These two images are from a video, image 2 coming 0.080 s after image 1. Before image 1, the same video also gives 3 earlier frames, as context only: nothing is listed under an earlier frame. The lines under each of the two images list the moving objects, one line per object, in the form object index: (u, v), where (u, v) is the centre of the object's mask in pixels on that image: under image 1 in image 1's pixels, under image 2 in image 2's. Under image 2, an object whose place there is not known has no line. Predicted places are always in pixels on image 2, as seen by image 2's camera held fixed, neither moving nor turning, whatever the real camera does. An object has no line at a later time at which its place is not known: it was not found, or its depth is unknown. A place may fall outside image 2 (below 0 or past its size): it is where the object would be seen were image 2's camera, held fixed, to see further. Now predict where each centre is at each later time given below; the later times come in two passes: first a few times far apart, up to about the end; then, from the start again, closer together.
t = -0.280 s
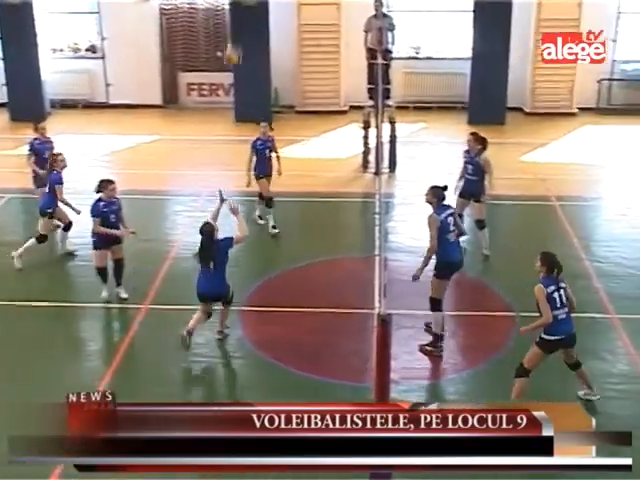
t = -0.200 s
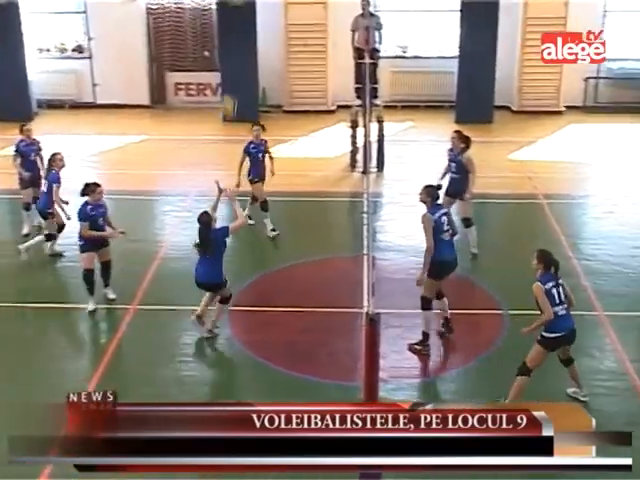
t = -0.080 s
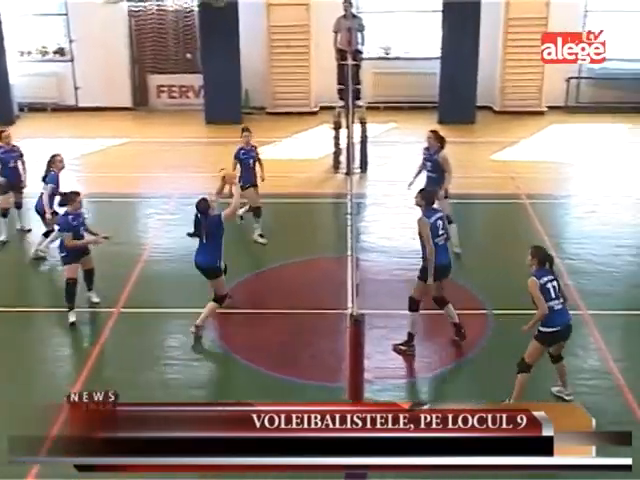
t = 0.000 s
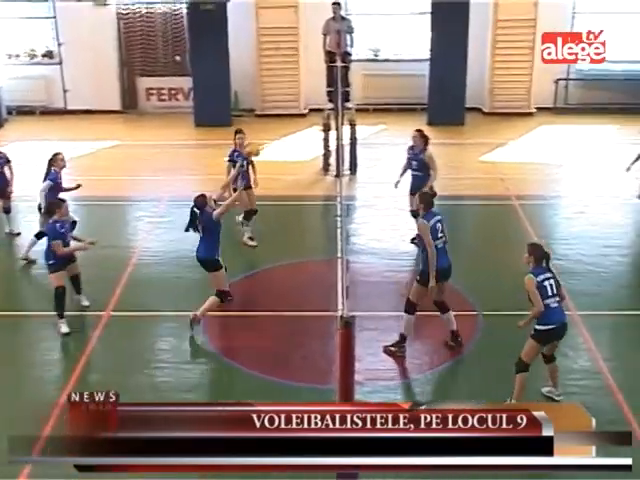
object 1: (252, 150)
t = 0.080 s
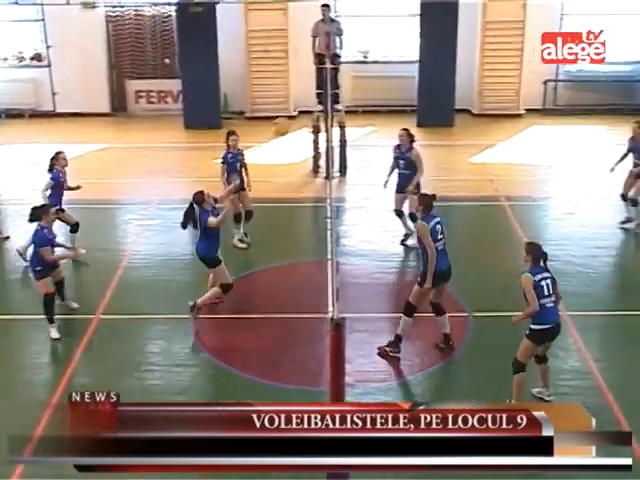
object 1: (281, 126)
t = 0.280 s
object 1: (369, 95)
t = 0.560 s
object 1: (485, 105)
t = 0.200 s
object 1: (337, 101)
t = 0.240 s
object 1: (353, 98)
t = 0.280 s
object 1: (369, 95)
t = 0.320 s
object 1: (387, 94)
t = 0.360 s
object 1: (404, 93)
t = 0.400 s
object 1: (423, 90)
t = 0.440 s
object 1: (438, 92)
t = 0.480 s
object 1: (452, 94)
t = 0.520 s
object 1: (469, 100)
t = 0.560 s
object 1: (485, 105)
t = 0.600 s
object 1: (500, 111)
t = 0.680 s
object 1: (527, 129)
